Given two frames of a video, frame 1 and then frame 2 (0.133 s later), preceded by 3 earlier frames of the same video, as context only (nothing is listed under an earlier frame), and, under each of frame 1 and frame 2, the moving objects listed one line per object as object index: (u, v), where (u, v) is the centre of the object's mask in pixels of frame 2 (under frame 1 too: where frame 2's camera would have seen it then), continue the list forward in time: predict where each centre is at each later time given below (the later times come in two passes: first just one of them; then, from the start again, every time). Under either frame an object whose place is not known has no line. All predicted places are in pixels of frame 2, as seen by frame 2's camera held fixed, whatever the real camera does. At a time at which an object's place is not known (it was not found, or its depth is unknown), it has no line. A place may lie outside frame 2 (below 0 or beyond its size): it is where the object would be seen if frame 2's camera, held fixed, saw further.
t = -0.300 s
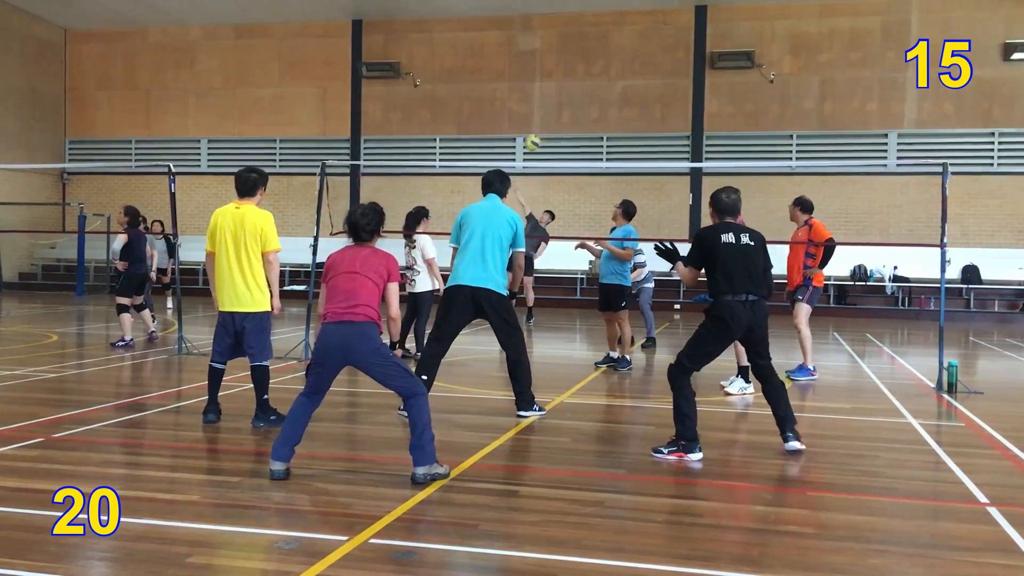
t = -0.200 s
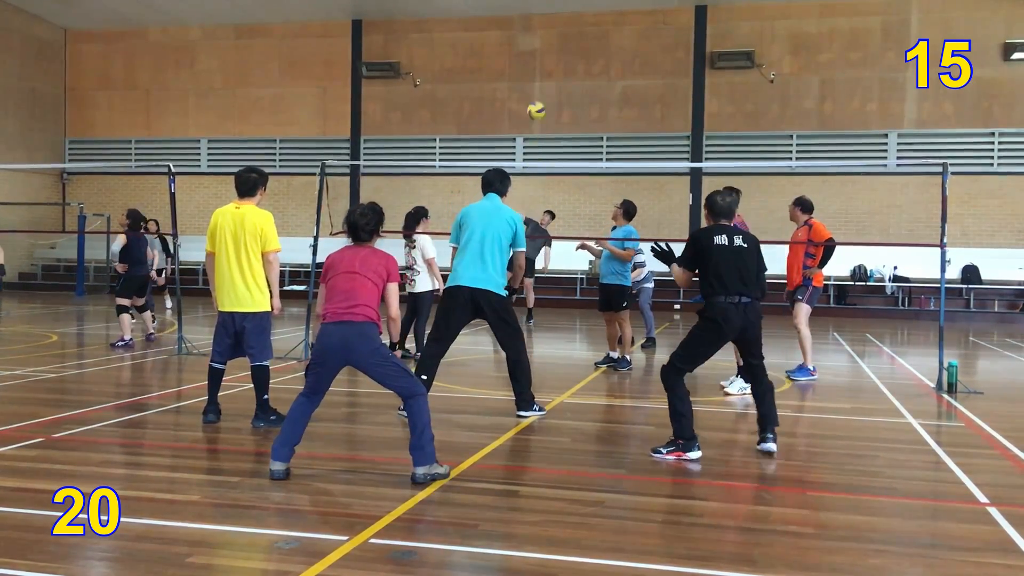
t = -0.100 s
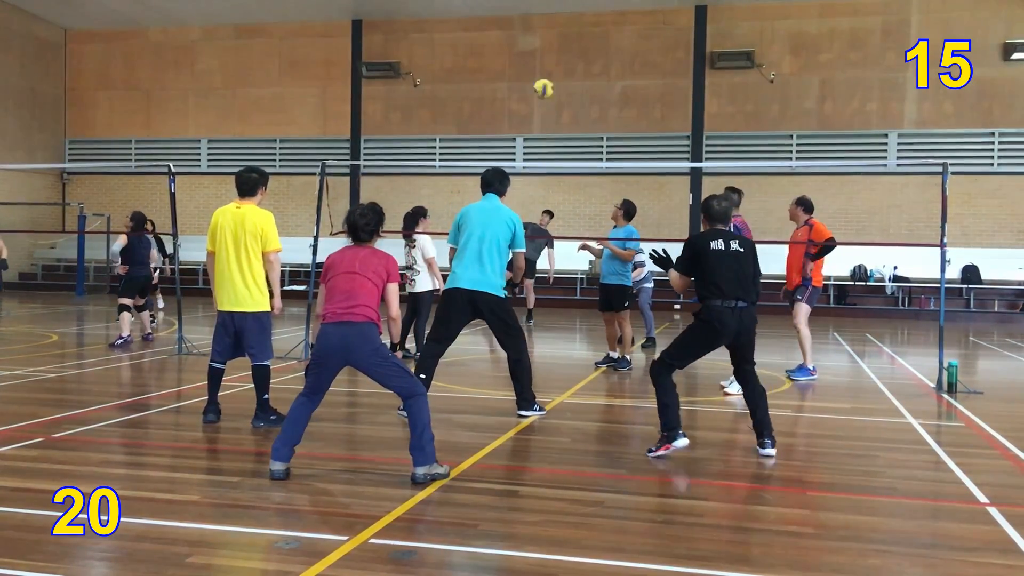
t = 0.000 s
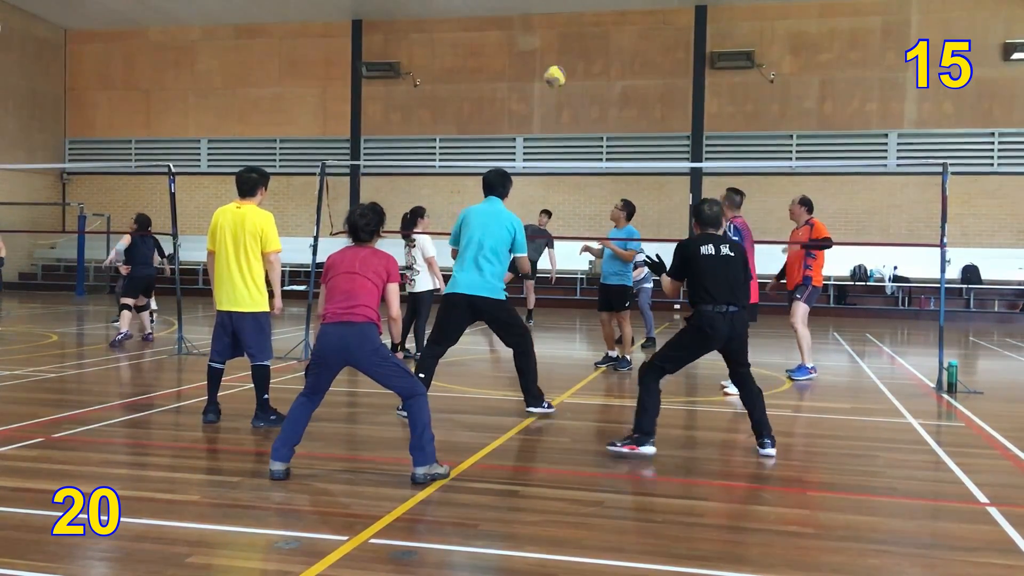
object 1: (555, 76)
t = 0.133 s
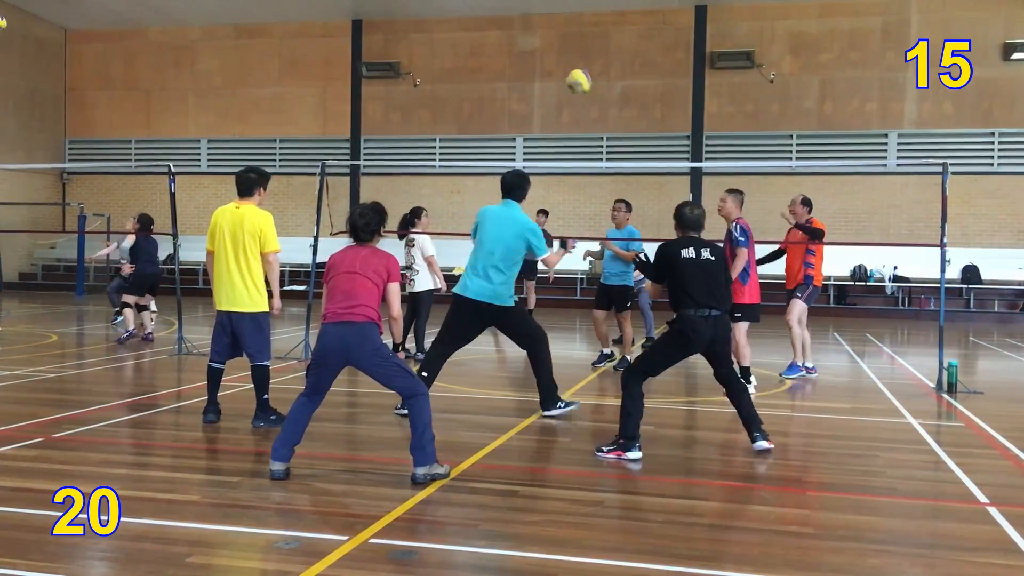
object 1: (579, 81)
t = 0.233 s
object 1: (603, 105)
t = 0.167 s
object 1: (586, 87)
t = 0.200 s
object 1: (594, 95)
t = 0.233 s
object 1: (603, 105)
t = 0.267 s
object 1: (613, 115)
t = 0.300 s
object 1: (623, 129)
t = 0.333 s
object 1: (634, 146)
